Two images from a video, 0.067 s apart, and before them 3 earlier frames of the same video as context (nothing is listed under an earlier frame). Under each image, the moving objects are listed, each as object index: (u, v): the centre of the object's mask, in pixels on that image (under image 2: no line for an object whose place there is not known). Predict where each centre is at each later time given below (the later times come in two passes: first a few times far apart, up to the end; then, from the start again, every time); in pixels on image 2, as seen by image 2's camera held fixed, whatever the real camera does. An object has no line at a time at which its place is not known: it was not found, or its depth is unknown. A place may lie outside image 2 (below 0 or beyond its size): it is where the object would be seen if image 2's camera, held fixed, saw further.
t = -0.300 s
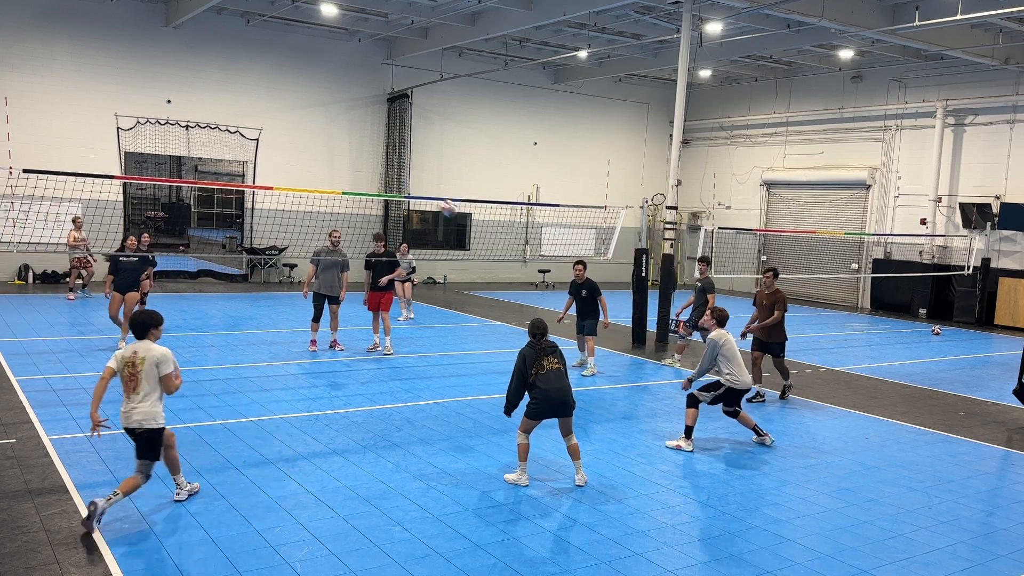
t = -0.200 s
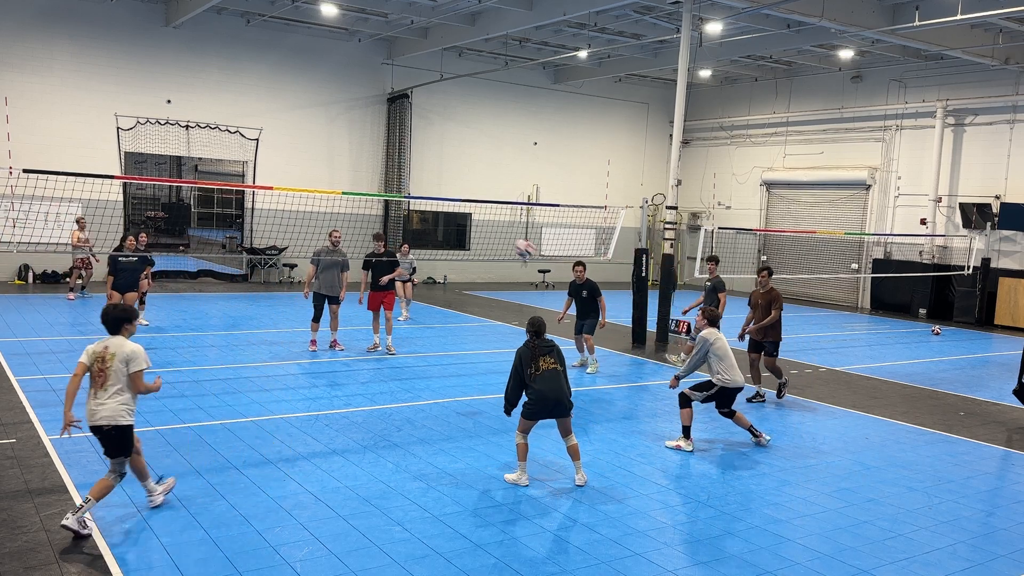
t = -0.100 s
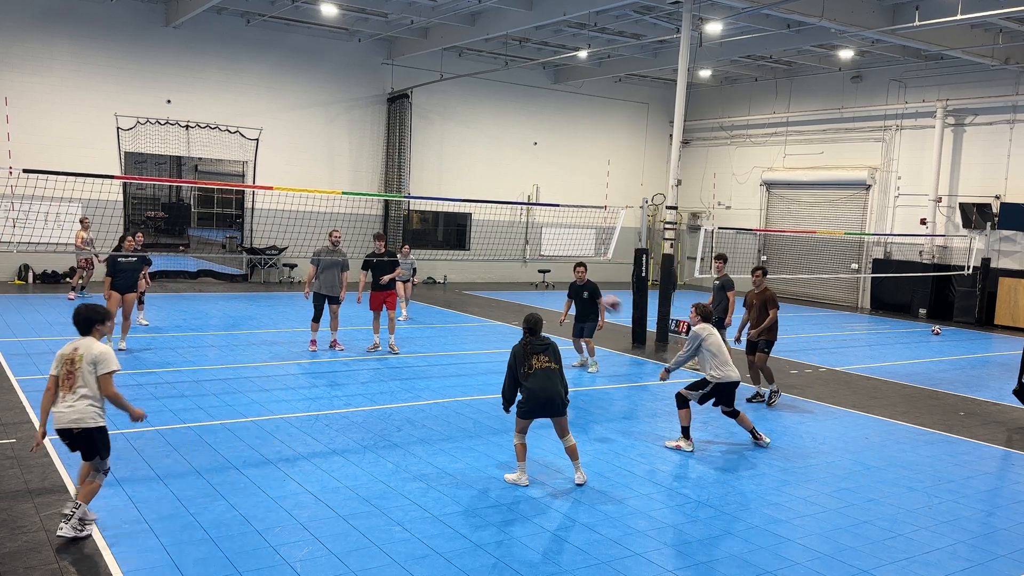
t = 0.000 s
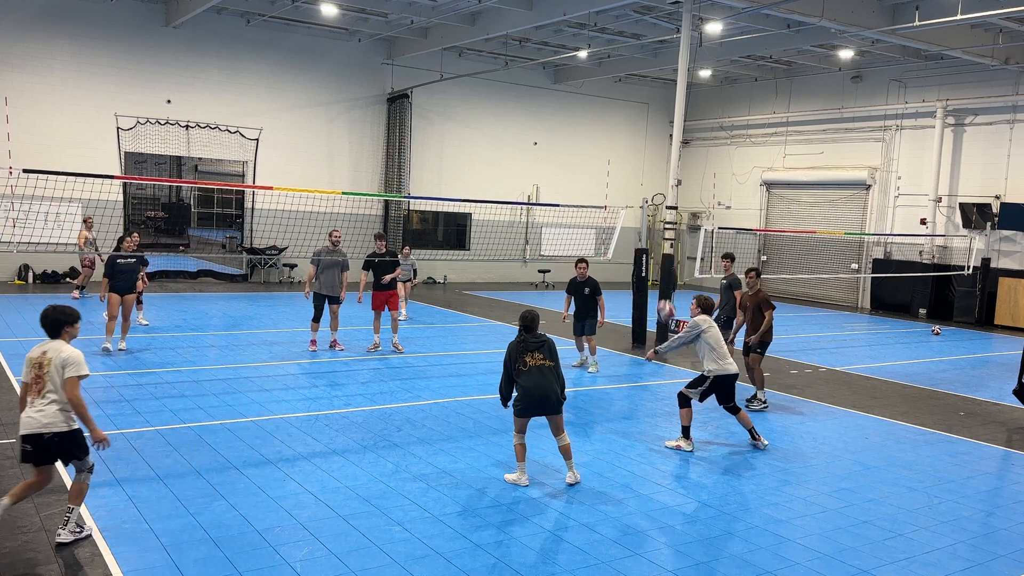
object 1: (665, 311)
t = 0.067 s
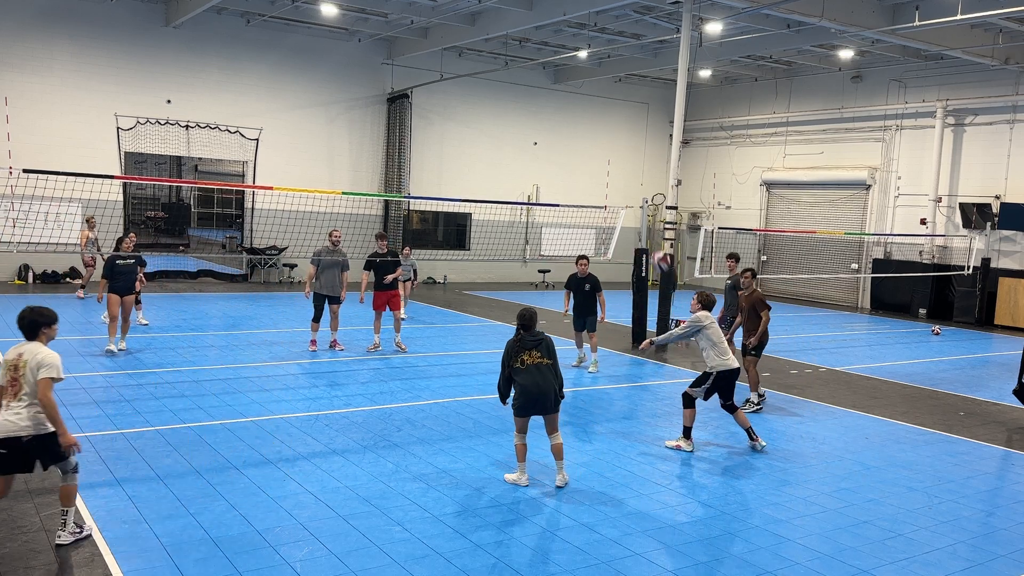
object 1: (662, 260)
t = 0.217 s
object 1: (650, 171)
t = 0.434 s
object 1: (639, 85)
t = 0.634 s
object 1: (630, 48)
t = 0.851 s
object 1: (617, 49)
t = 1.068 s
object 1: (605, 84)
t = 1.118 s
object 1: (603, 96)
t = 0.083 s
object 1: (659, 250)
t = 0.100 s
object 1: (658, 237)
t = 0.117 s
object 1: (657, 230)
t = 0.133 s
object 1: (656, 220)
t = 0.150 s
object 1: (655, 207)
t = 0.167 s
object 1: (654, 198)
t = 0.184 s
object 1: (653, 188)
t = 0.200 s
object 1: (652, 179)
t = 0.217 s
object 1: (650, 171)
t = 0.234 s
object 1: (649, 162)
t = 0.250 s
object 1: (649, 154)
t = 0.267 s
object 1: (648, 147)
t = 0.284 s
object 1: (647, 139)
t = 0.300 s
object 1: (646, 131)
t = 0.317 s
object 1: (645, 125)
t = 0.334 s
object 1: (644, 118)
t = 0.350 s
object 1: (644, 112)
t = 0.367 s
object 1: (642, 106)
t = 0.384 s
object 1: (642, 101)
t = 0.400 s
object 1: (640, 95)
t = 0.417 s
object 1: (640, 90)
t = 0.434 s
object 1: (639, 85)
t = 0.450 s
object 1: (638, 81)
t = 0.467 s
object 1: (638, 77)
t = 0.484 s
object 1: (637, 73)
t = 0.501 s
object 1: (636, 69)
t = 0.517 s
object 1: (635, 65)
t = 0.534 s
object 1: (634, 63)
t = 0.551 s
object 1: (634, 59)
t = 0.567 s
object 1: (632, 57)
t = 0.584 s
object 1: (632, 54)
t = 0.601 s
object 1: (631, 52)
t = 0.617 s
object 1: (631, 50)
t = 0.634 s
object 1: (630, 48)
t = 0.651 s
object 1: (628, 47)
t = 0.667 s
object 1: (627, 46)
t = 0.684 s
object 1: (627, 45)
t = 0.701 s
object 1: (626, 44)
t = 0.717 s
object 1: (624, 43)
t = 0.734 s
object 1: (623, 43)
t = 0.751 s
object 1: (623, 43)
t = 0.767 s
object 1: (621, 43)
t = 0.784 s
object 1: (621, 44)
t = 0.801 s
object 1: (620, 45)
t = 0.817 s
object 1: (619, 46)
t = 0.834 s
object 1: (618, 47)
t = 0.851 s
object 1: (617, 49)
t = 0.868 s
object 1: (616, 50)
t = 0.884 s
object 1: (616, 51)
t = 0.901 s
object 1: (615, 53)
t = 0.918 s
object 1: (614, 56)
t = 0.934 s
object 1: (613, 58)
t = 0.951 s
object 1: (612, 61)
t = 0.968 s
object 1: (610, 64)
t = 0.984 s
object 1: (610, 66)
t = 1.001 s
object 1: (609, 69)
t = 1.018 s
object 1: (608, 73)
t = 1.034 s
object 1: (607, 76)
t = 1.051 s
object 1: (606, 80)
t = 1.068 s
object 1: (605, 84)
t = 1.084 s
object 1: (604, 88)
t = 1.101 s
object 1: (603, 92)
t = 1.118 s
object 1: (603, 96)
